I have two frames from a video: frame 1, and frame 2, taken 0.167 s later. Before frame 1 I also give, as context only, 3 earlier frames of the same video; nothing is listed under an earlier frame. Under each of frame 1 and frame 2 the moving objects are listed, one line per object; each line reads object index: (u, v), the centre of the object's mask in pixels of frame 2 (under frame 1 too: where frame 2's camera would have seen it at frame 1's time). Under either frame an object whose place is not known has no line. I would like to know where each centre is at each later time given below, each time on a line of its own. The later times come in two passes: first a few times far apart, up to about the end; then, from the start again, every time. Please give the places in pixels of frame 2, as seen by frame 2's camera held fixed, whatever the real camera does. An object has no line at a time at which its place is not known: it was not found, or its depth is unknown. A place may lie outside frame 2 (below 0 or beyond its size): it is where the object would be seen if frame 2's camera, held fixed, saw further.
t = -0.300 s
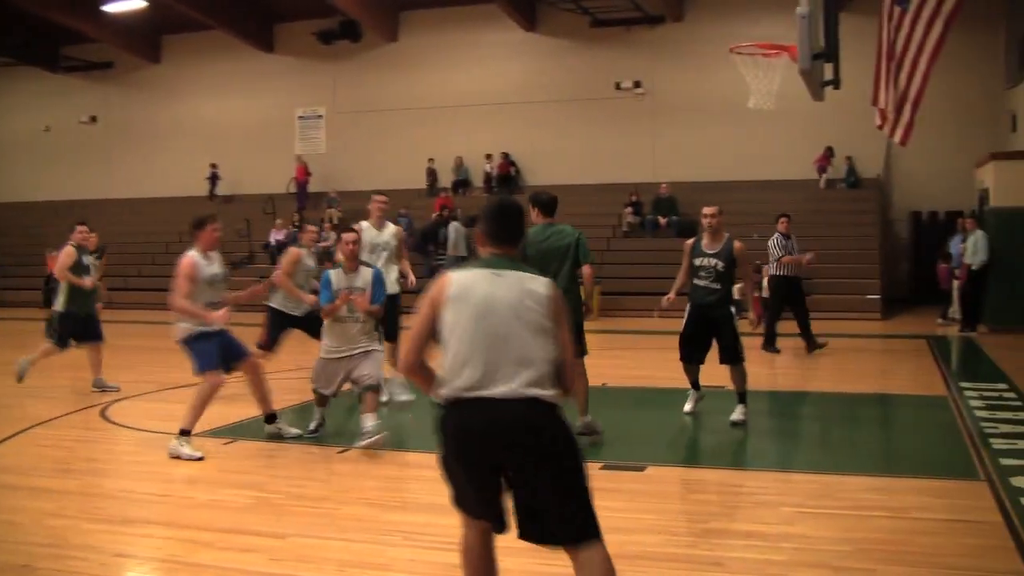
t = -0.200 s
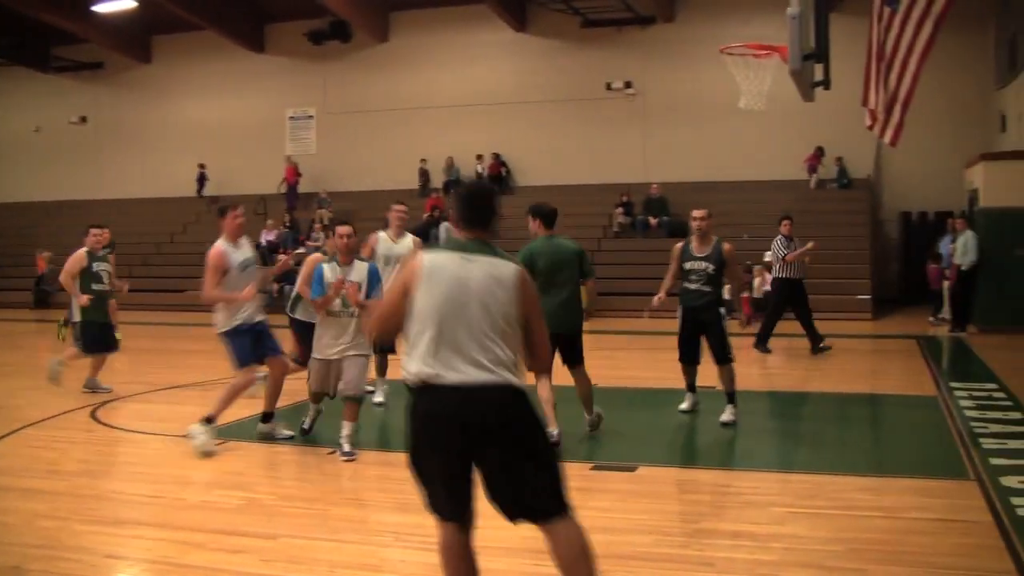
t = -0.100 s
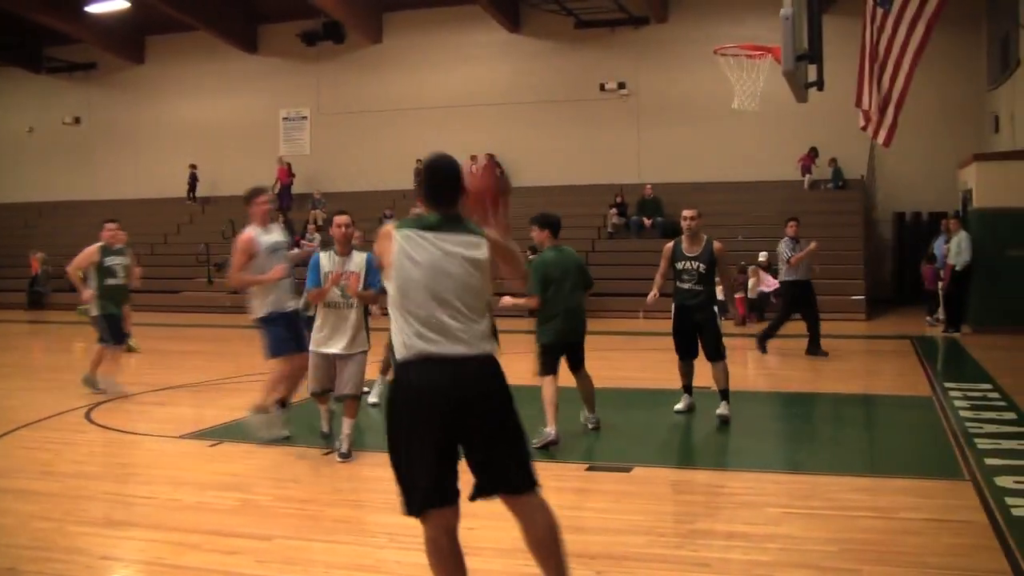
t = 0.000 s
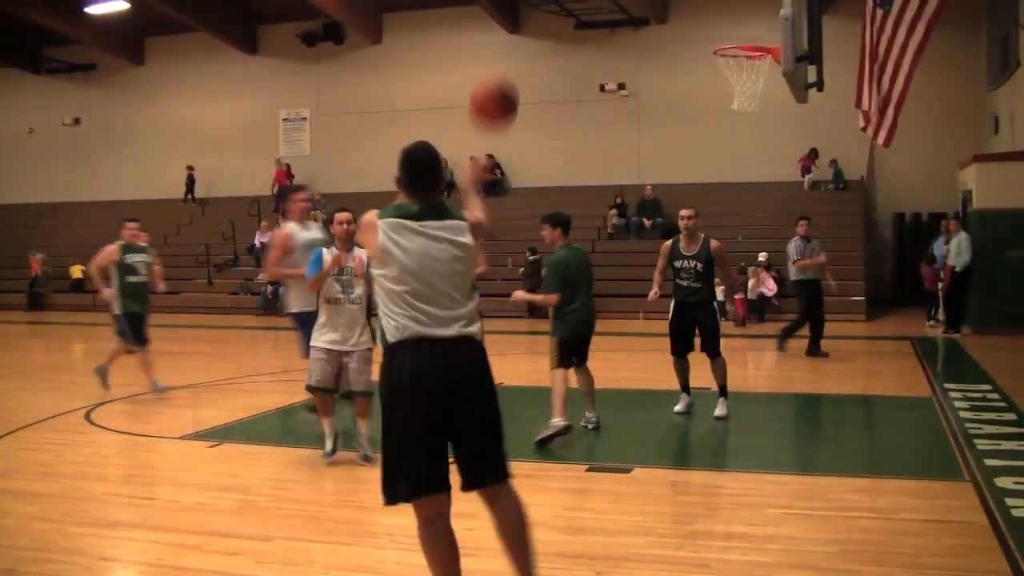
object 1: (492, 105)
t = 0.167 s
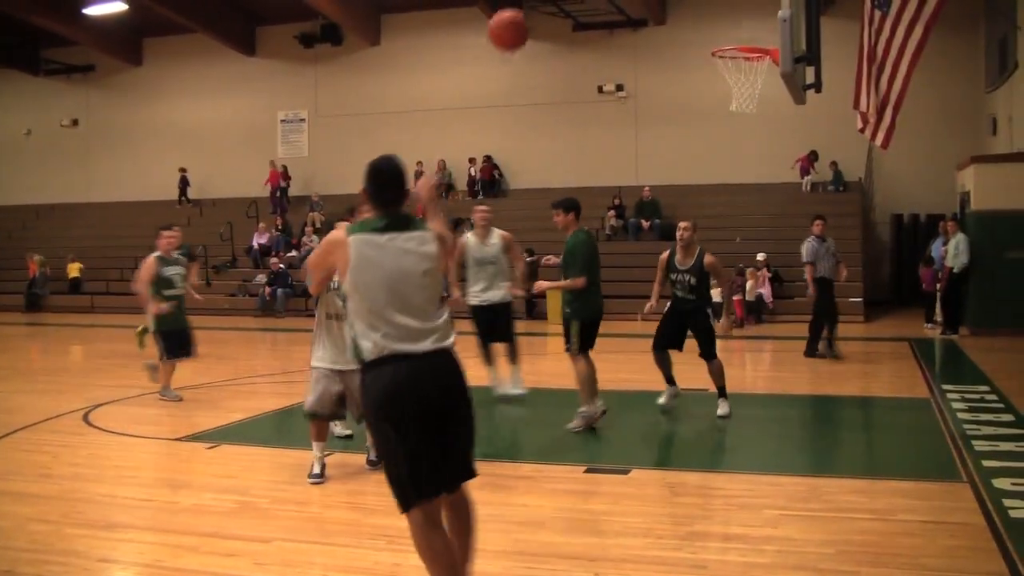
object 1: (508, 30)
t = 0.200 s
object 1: (511, 24)
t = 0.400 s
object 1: (526, 22)
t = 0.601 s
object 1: (538, 67)
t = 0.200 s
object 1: (511, 24)
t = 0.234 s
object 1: (514, 19)
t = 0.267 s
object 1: (517, 18)
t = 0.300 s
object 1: (519, 17)
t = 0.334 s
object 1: (521, 17)
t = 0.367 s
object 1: (523, 19)
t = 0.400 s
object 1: (526, 22)
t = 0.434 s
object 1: (528, 26)
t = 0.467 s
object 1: (530, 32)
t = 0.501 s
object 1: (532, 39)
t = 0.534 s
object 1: (534, 47)
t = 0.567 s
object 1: (536, 56)
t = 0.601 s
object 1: (538, 67)
